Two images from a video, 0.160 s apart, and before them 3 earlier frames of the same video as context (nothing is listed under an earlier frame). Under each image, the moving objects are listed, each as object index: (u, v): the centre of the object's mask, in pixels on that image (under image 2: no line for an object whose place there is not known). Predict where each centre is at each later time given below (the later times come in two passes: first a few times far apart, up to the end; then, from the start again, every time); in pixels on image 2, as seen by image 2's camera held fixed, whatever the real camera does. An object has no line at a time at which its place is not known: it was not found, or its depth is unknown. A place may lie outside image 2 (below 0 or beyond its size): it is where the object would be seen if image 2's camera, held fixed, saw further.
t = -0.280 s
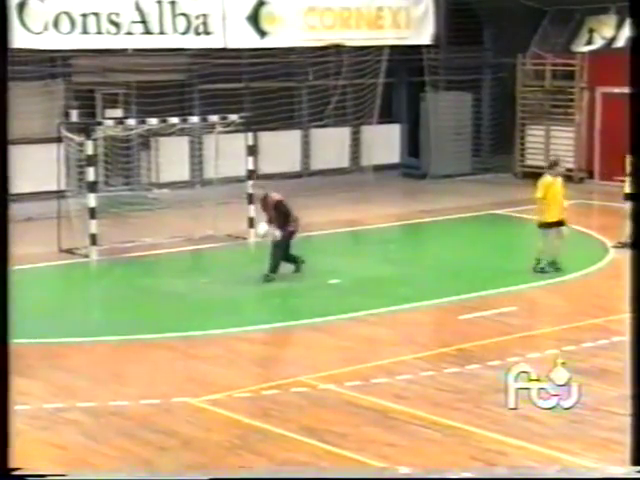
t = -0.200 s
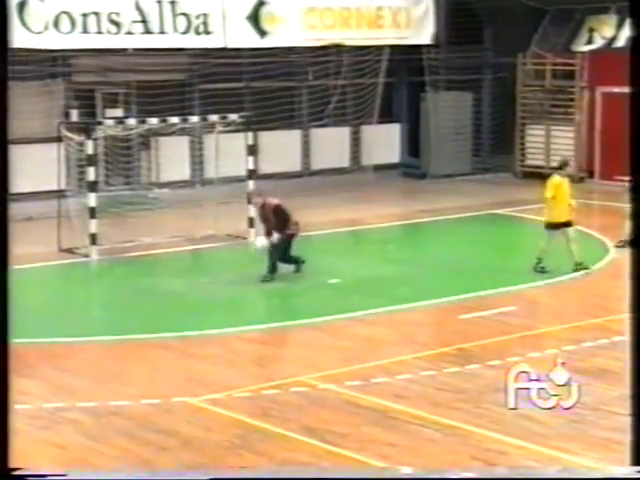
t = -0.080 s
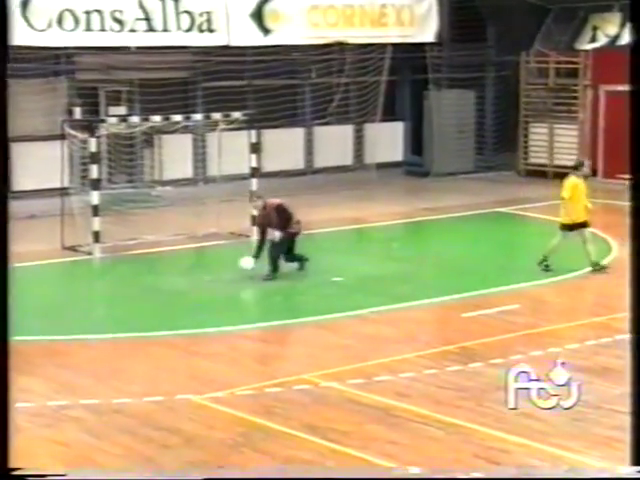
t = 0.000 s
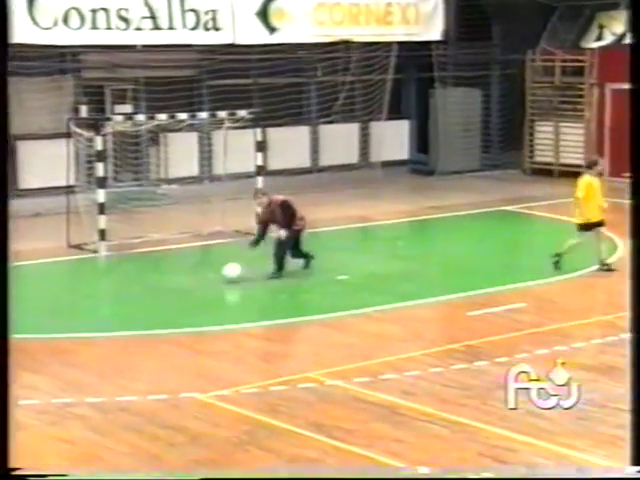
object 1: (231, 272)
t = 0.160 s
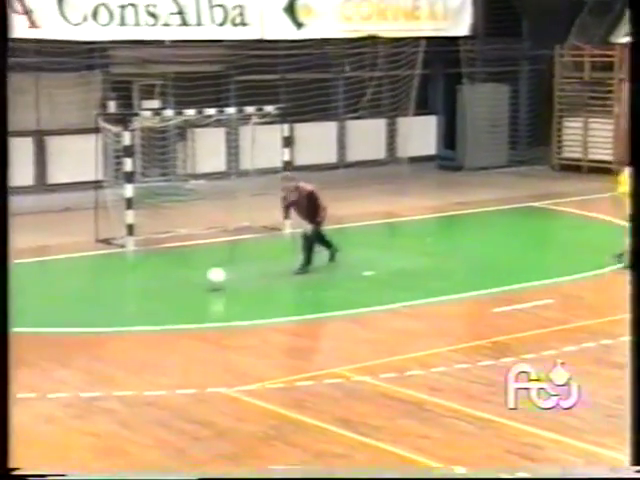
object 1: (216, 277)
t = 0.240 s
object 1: (194, 287)
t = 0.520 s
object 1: (120, 304)
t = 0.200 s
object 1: (205, 282)
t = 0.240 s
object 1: (194, 287)
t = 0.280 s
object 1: (184, 290)
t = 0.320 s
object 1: (173, 291)
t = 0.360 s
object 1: (163, 294)
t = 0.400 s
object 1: (152, 297)
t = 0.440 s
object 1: (141, 301)
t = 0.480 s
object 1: (130, 303)
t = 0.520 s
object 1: (120, 304)
